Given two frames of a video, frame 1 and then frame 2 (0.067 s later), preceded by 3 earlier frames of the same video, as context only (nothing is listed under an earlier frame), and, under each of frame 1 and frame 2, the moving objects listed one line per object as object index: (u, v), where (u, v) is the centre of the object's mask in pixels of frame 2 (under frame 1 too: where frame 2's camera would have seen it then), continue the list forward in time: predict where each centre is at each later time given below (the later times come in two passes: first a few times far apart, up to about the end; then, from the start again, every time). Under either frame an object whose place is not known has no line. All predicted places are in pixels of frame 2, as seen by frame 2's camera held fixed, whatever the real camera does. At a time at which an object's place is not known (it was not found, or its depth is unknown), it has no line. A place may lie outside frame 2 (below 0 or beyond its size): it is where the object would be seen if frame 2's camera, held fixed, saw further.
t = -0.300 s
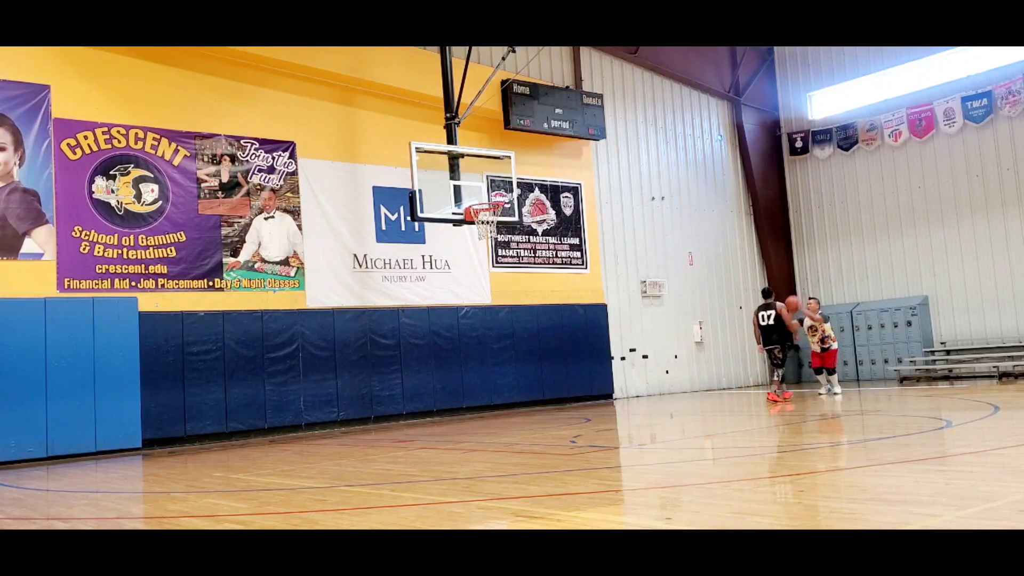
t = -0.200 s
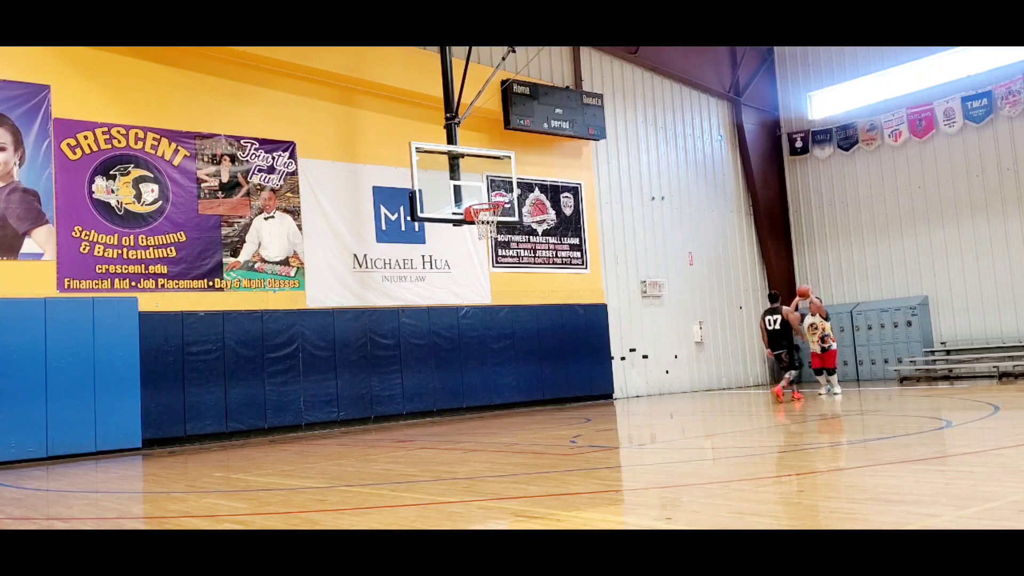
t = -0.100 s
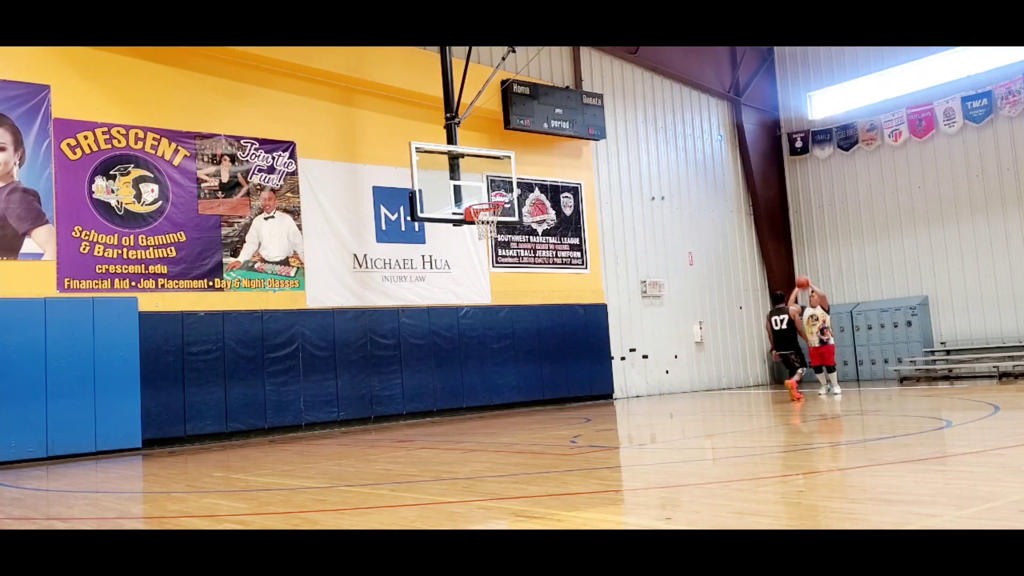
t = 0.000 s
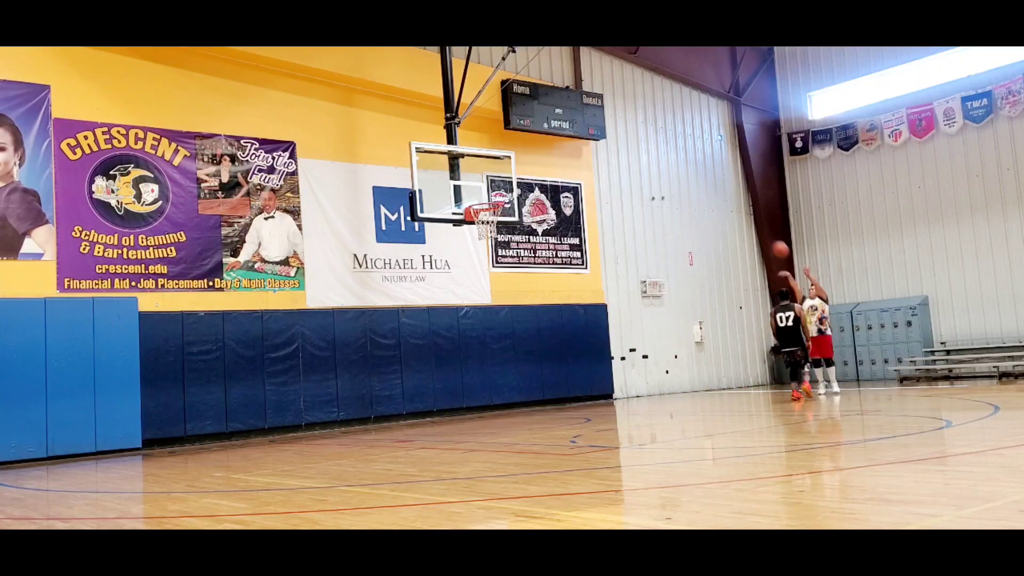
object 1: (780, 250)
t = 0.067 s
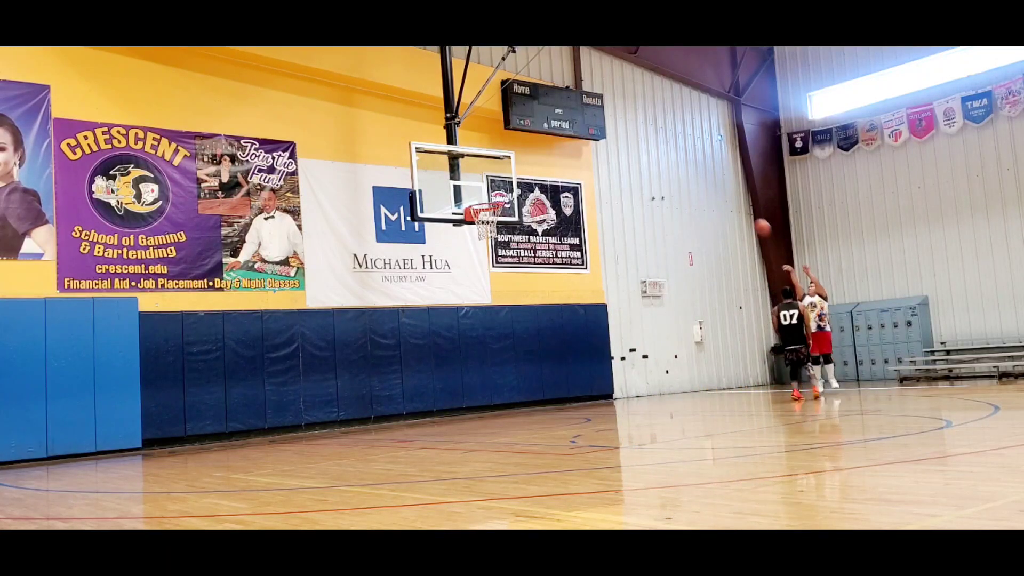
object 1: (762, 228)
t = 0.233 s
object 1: (716, 182)
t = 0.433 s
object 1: (662, 147)
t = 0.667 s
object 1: (599, 134)
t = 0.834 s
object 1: (545, 150)
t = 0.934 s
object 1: (517, 168)
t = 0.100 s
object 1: (754, 217)
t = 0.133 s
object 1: (744, 208)
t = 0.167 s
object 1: (735, 199)
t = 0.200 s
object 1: (726, 190)
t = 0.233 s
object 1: (716, 182)
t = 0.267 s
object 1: (708, 175)
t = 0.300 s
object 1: (699, 168)
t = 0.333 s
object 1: (689, 162)
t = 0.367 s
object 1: (680, 156)
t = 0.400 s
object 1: (671, 152)
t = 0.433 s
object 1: (662, 147)
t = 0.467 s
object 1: (653, 144)
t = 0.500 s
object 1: (644, 140)
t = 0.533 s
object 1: (635, 138)
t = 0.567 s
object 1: (626, 136)
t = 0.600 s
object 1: (617, 135)
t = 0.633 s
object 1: (608, 134)
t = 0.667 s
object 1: (599, 134)
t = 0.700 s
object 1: (591, 135)
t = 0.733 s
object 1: (573, 139)
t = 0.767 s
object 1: (563, 142)
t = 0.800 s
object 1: (554, 146)
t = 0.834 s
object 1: (545, 150)
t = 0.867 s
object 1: (536, 155)
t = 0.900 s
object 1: (527, 161)
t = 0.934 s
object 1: (517, 168)
